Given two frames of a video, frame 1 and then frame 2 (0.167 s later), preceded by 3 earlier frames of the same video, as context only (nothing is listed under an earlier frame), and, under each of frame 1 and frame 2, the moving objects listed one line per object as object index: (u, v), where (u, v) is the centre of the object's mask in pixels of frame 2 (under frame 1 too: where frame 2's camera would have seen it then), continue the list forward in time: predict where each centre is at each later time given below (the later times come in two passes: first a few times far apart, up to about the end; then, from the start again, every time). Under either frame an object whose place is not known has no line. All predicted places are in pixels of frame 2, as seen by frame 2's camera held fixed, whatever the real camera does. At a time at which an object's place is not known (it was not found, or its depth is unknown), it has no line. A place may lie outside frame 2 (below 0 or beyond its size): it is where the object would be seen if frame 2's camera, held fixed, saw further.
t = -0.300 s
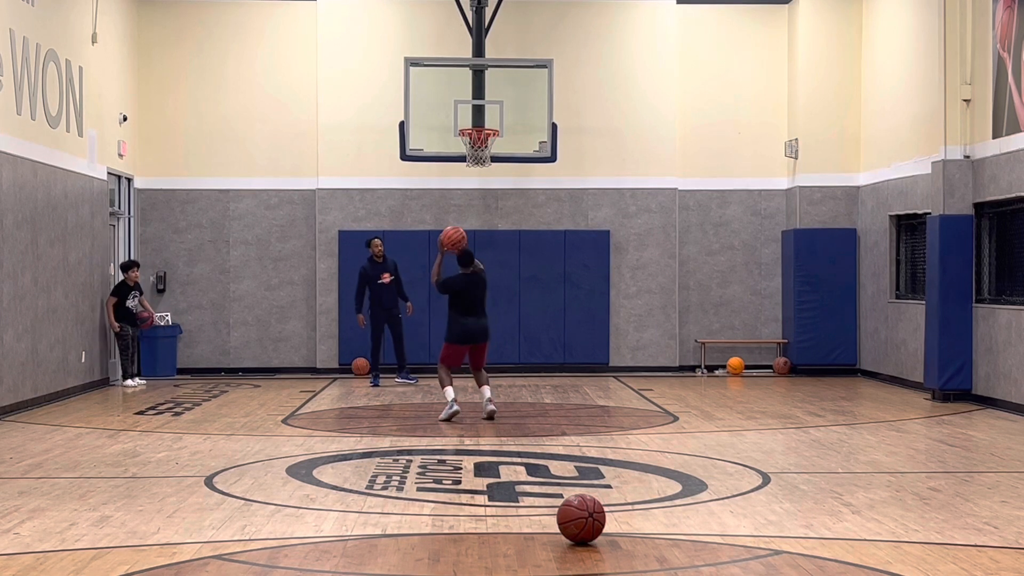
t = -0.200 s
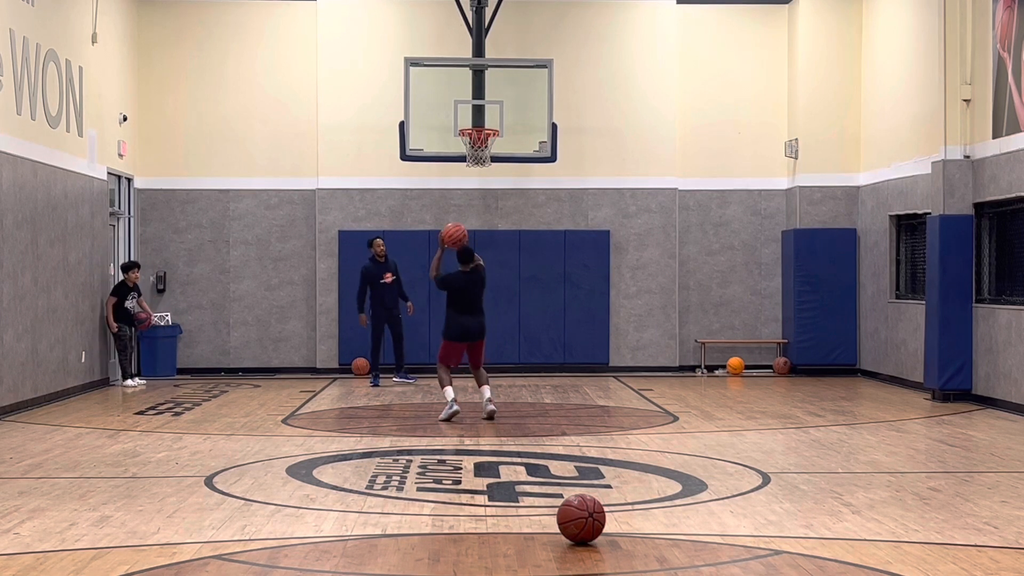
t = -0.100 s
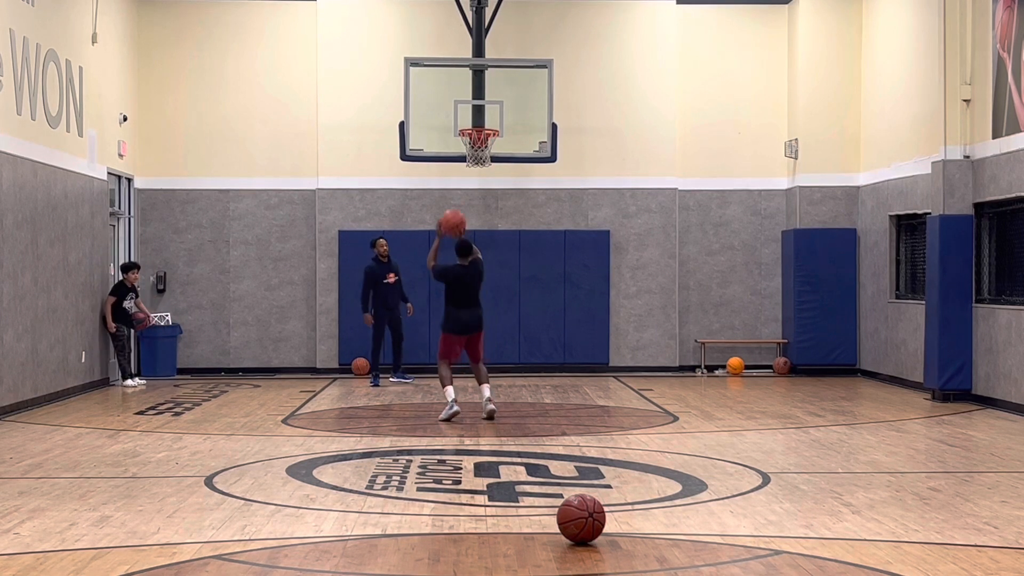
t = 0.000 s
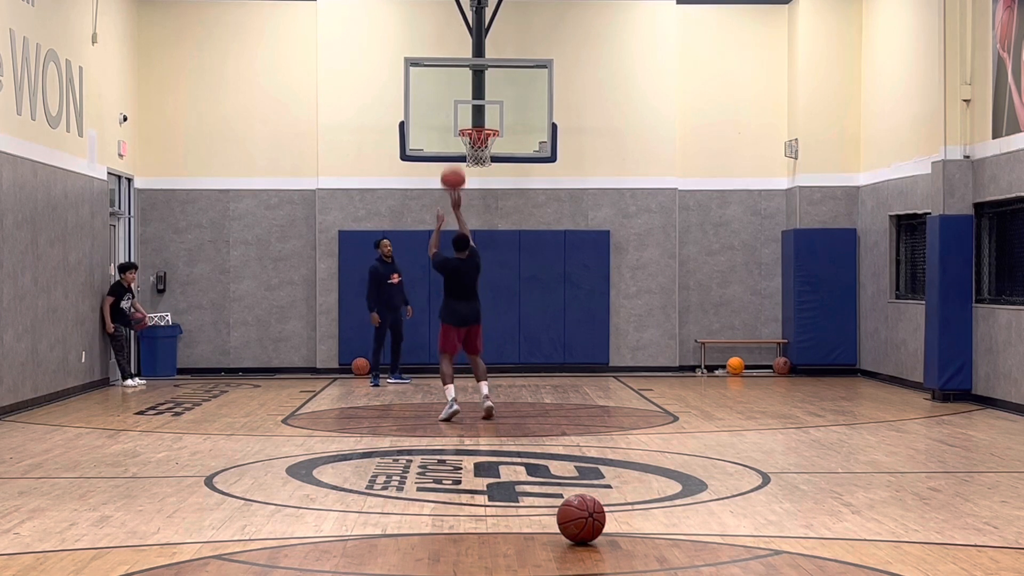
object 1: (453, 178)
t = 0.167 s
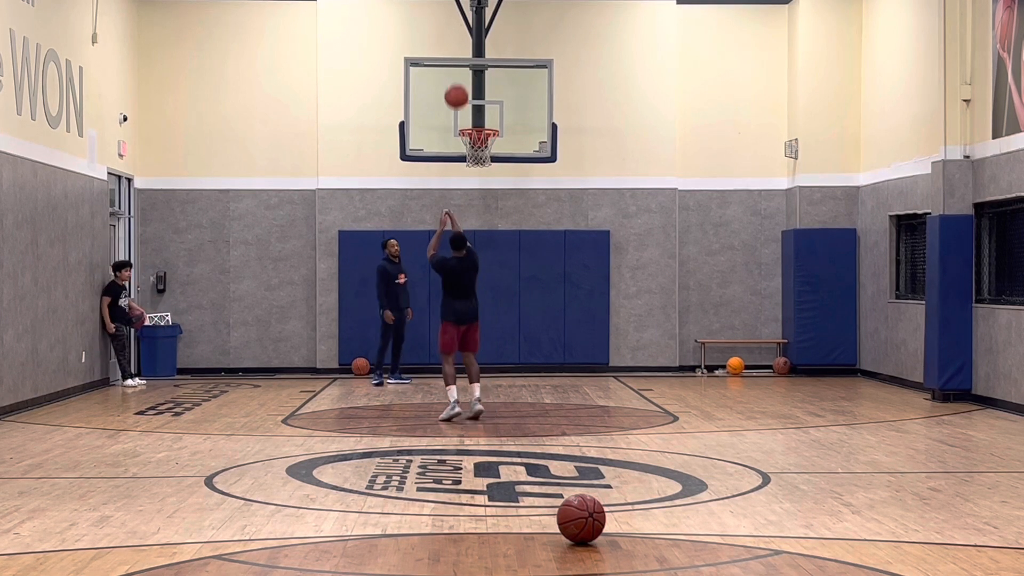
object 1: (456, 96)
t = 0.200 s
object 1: (457, 84)
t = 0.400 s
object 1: (461, 36)
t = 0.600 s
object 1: (466, 28)
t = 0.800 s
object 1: (470, 55)
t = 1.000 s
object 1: (473, 112)
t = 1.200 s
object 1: (470, 94)
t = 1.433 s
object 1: (465, 94)
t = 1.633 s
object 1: (461, 131)
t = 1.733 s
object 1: (459, 163)
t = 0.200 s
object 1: (457, 84)
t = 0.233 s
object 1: (458, 73)
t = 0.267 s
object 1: (459, 63)
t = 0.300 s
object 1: (459, 55)
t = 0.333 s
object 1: (460, 47)
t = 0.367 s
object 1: (461, 41)
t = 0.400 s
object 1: (461, 36)
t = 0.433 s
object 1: (462, 32)
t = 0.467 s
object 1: (463, 29)
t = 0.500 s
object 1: (463, 28)
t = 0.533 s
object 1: (464, 27)
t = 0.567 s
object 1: (465, 27)
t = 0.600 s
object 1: (466, 28)
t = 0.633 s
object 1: (466, 30)
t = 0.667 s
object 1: (467, 34)
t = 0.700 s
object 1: (468, 37)
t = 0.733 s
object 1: (468, 42)
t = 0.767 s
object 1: (469, 48)
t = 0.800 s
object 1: (470, 55)
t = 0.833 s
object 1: (470, 62)
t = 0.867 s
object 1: (471, 70)
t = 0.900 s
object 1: (471, 80)
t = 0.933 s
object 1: (473, 90)
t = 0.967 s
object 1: (473, 101)
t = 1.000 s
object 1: (473, 112)
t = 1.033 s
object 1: (474, 121)
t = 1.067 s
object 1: (473, 114)
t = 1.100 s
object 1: (473, 108)
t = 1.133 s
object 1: (472, 102)
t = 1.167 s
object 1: (471, 98)
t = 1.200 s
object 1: (470, 94)
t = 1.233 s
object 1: (469, 91)
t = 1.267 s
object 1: (469, 89)
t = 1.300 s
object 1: (468, 89)
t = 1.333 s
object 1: (467, 89)
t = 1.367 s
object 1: (466, 90)
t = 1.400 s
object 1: (466, 91)
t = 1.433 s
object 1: (465, 94)
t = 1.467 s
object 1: (464, 98)
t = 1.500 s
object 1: (463, 103)
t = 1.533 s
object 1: (462, 109)
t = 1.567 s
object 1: (462, 115)
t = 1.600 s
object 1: (461, 123)
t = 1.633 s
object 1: (461, 131)
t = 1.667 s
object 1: (459, 141)
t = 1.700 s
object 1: (459, 152)
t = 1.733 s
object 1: (459, 163)
